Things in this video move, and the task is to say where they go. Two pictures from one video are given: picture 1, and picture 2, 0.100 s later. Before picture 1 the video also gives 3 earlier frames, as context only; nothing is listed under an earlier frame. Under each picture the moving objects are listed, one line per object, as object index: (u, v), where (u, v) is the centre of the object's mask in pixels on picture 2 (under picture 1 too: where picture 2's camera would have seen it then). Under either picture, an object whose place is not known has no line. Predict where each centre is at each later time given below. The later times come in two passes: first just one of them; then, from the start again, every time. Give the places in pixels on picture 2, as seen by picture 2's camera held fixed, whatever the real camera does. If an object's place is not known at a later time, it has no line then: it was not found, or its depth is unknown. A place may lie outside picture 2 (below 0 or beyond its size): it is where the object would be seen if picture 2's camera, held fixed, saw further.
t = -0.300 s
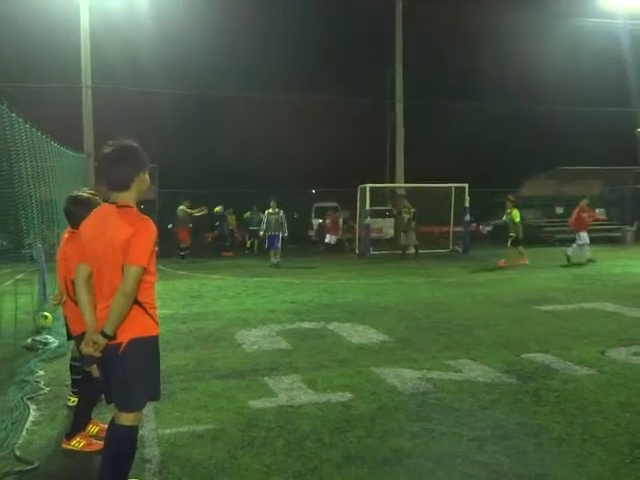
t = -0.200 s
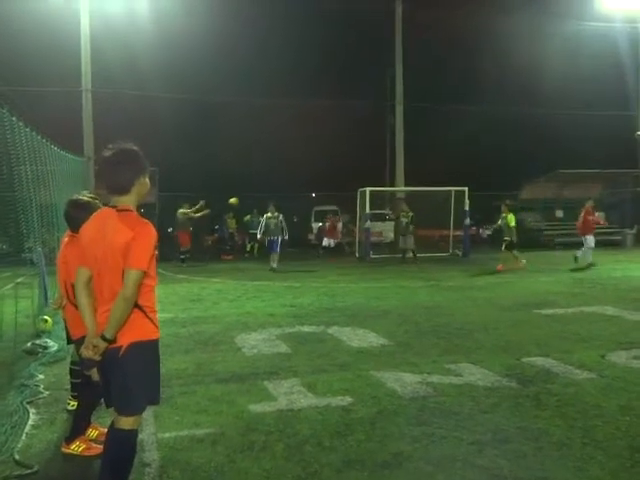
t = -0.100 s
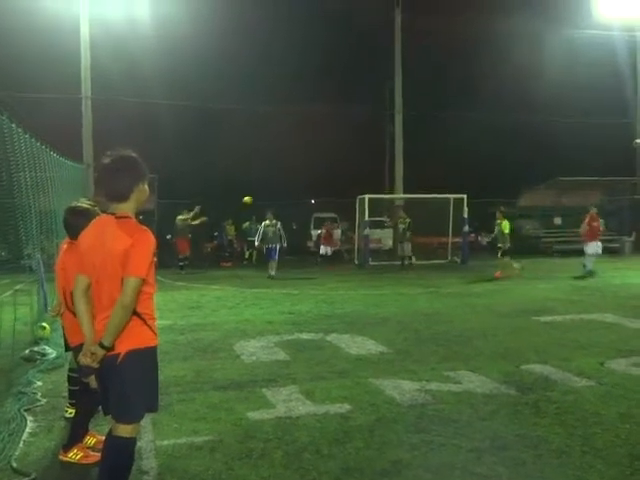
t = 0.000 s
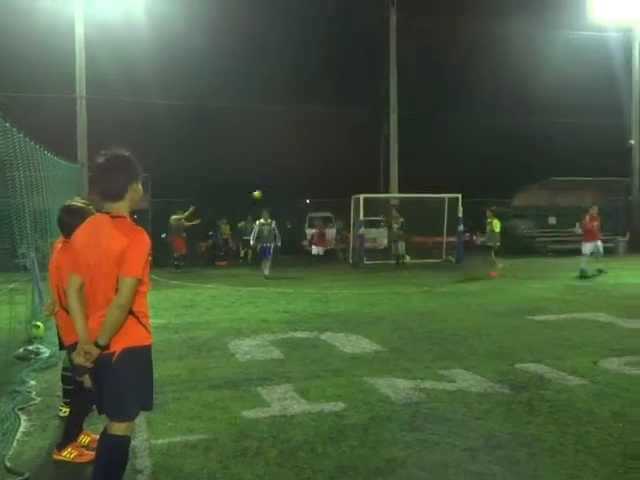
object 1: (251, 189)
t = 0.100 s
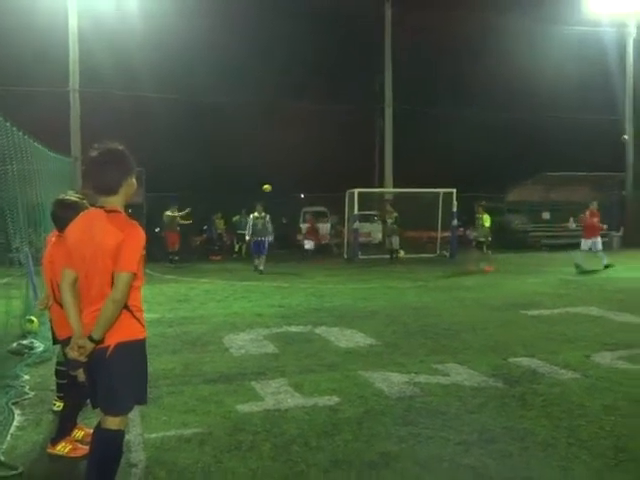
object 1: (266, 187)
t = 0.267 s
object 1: (290, 195)
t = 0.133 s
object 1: (272, 188)
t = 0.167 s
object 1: (276, 189)
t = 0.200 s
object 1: (282, 190)
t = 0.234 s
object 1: (287, 192)
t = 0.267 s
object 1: (290, 195)
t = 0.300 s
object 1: (296, 197)
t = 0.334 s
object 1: (301, 199)
